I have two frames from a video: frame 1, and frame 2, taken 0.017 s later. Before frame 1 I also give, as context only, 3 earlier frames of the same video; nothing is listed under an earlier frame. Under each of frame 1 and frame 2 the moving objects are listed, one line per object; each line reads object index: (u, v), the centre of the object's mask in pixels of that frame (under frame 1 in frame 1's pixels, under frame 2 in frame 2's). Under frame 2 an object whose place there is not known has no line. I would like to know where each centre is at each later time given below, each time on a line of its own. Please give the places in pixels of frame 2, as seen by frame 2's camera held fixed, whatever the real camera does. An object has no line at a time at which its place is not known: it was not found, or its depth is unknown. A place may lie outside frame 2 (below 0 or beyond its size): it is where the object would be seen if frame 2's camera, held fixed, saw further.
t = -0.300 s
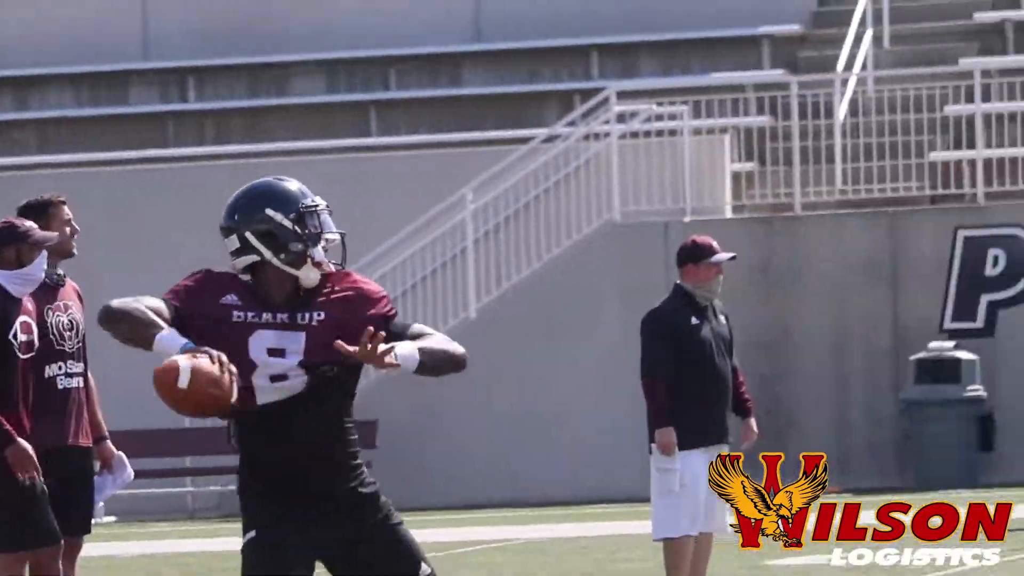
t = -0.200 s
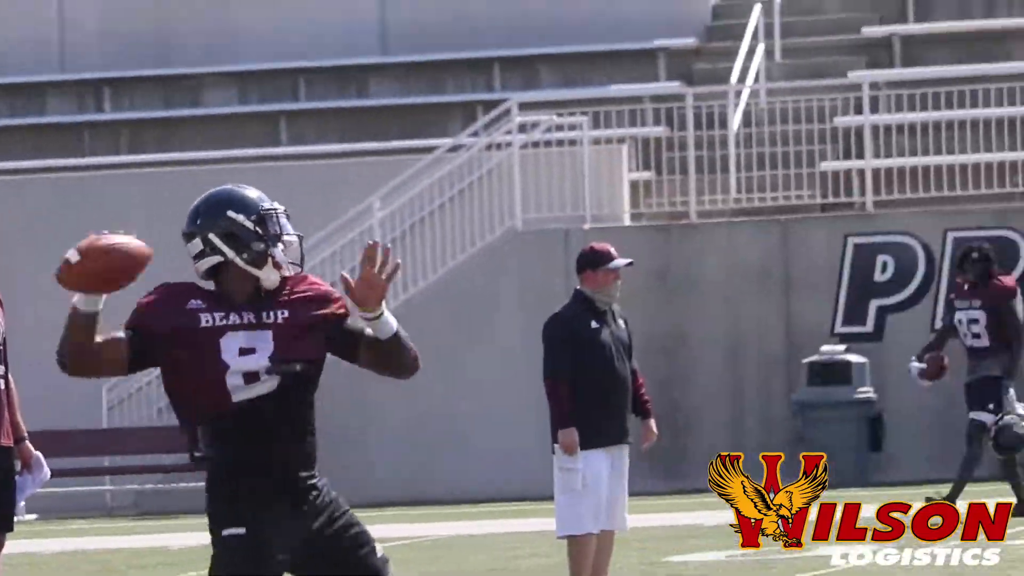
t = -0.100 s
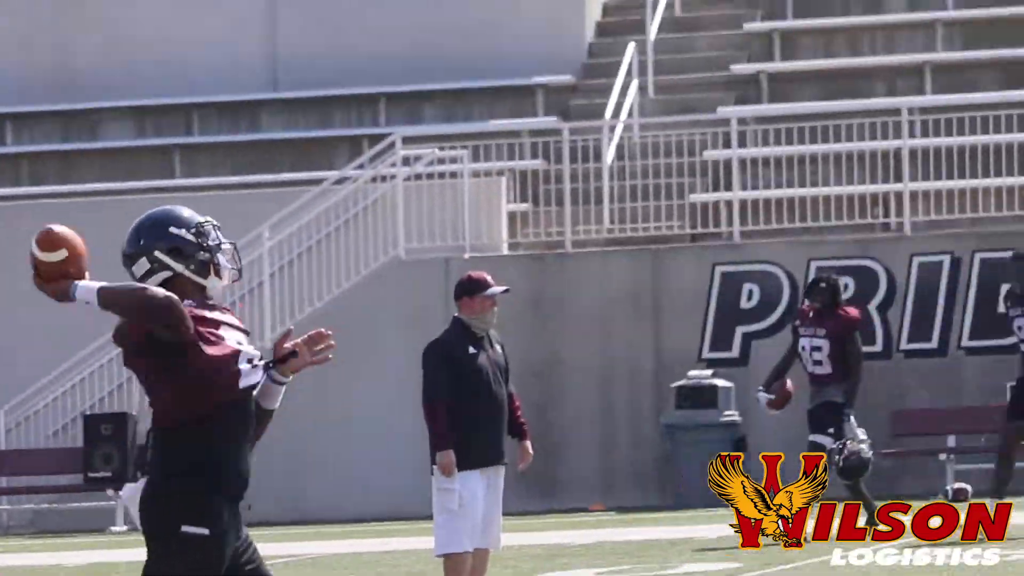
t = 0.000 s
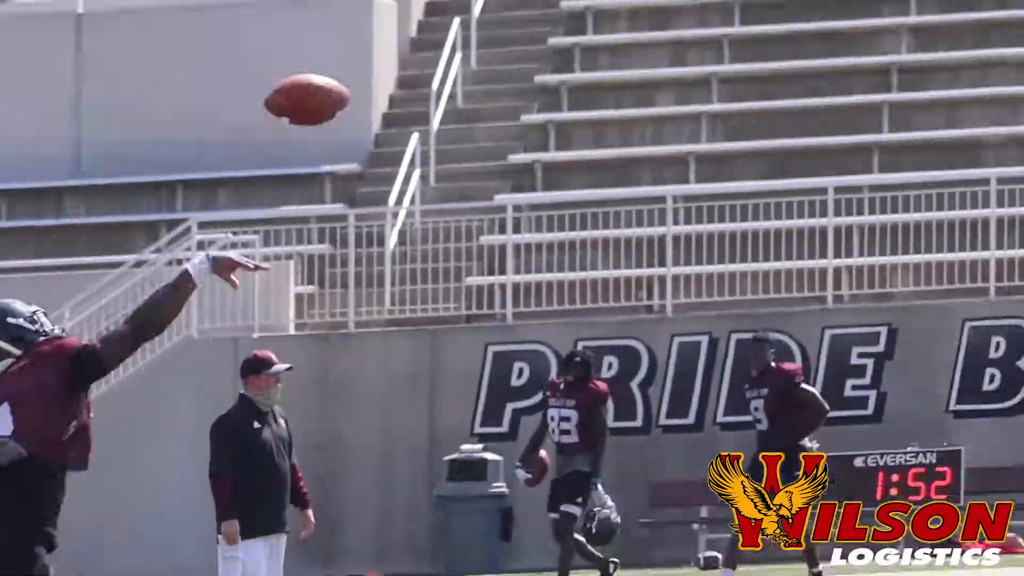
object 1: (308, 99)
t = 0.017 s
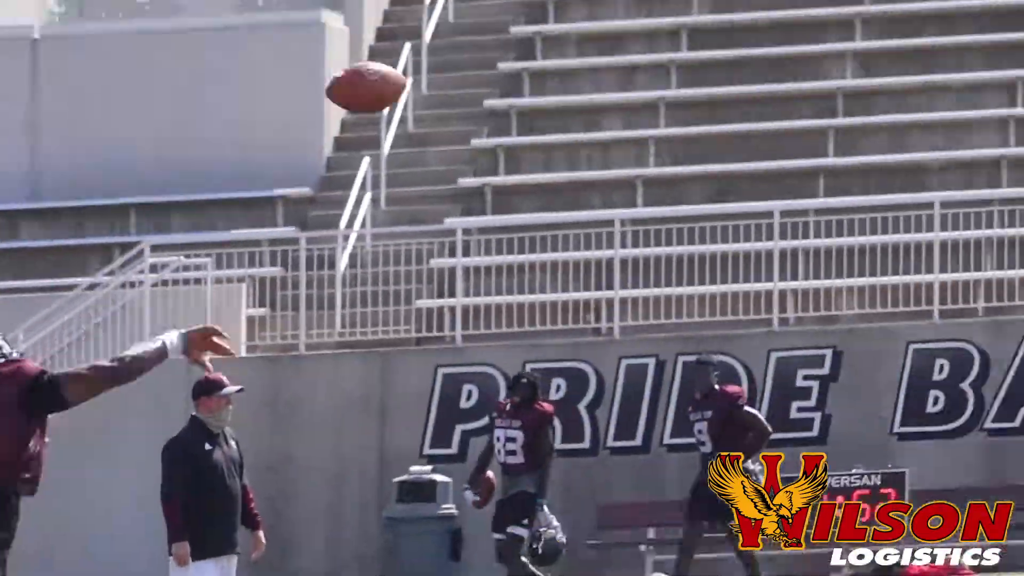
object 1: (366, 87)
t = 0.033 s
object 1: (472, 51)
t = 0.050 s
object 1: (573, 13)
